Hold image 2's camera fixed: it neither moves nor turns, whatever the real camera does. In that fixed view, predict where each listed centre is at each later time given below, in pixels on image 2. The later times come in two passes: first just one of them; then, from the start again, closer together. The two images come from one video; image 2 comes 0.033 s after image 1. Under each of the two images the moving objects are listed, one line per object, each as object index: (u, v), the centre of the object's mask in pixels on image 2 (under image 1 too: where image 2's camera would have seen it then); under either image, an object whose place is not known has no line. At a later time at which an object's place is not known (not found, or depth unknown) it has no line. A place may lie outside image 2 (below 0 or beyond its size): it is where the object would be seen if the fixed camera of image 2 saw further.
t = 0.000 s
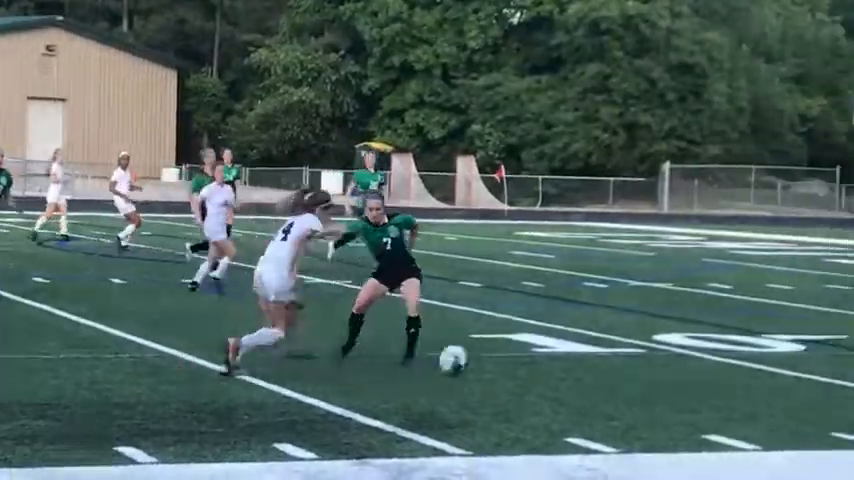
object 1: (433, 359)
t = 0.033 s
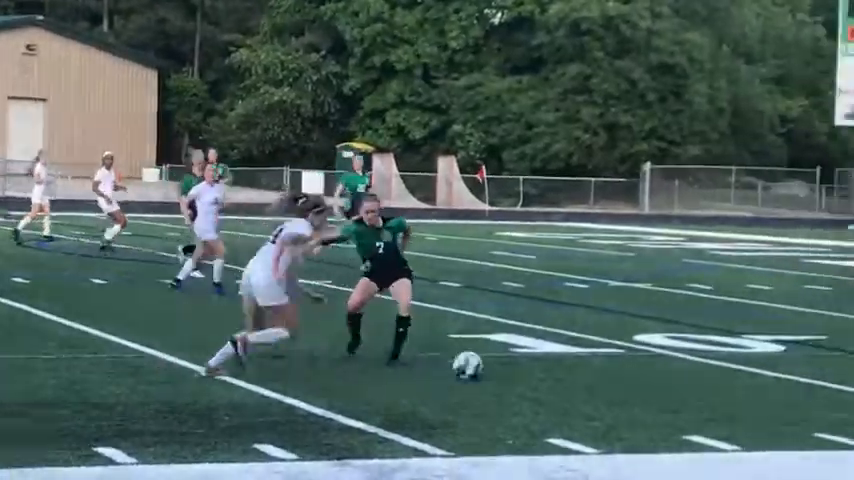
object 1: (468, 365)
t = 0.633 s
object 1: (906, 380)
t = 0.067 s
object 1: (496, 363)
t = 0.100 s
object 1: (523, 363)
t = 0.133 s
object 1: (550, 365)
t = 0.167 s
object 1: (577, 364)
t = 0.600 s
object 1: (885, 382)
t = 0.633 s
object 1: (906, 380)
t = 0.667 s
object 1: (926, 379)
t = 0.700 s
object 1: (950, 379)
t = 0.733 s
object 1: (971, 380)
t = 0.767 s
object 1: (992, 384)
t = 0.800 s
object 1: (1014, 389)
